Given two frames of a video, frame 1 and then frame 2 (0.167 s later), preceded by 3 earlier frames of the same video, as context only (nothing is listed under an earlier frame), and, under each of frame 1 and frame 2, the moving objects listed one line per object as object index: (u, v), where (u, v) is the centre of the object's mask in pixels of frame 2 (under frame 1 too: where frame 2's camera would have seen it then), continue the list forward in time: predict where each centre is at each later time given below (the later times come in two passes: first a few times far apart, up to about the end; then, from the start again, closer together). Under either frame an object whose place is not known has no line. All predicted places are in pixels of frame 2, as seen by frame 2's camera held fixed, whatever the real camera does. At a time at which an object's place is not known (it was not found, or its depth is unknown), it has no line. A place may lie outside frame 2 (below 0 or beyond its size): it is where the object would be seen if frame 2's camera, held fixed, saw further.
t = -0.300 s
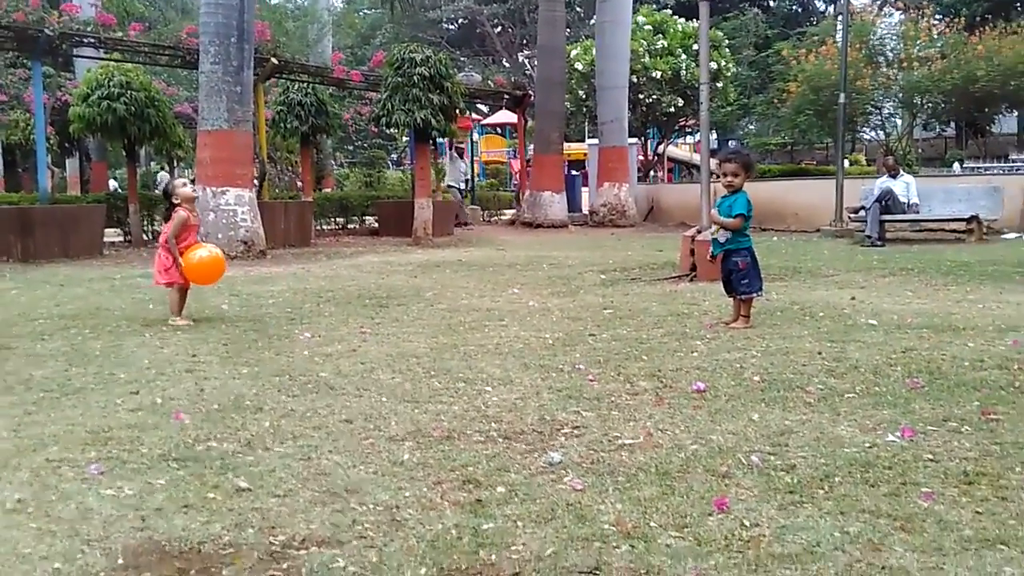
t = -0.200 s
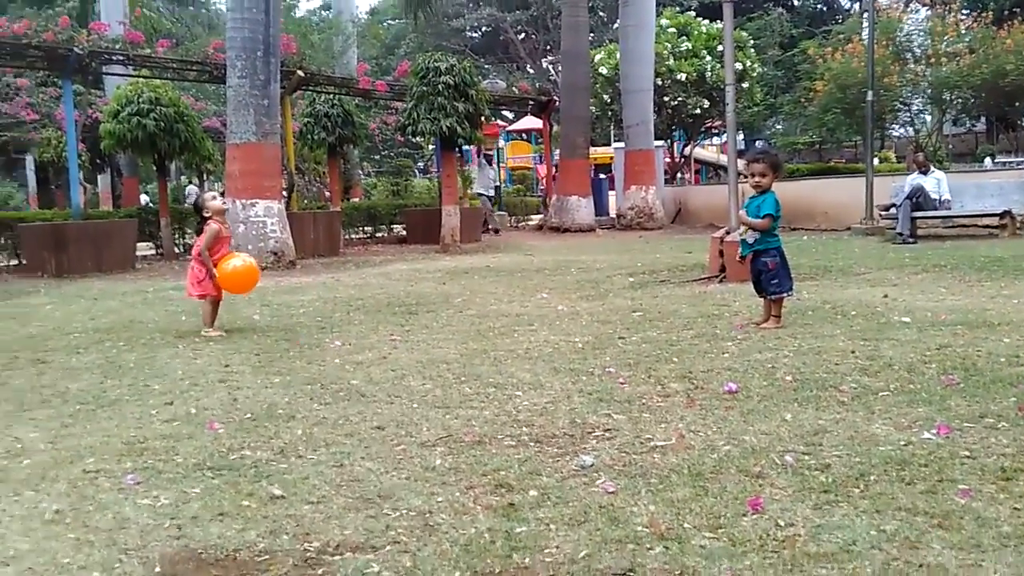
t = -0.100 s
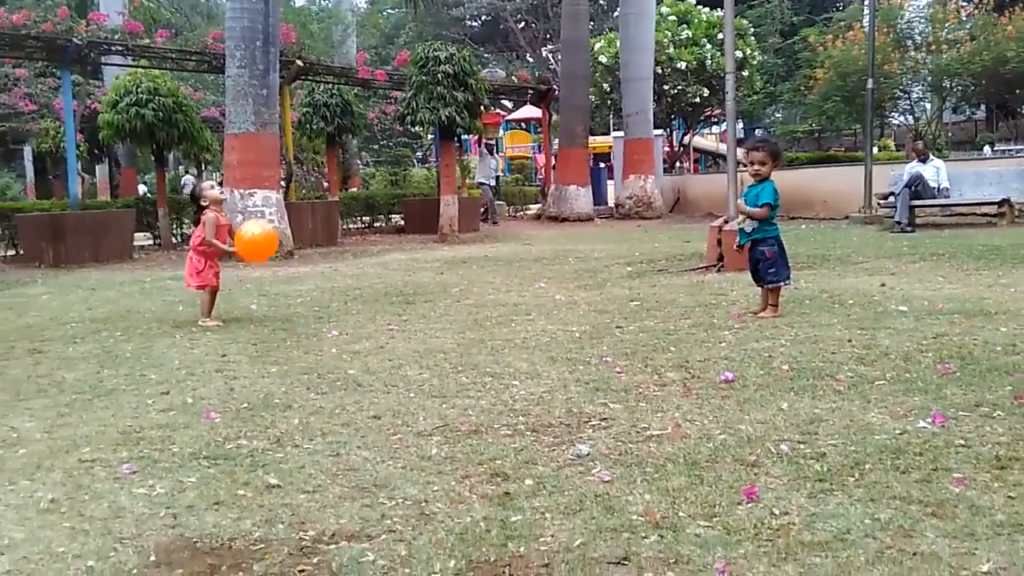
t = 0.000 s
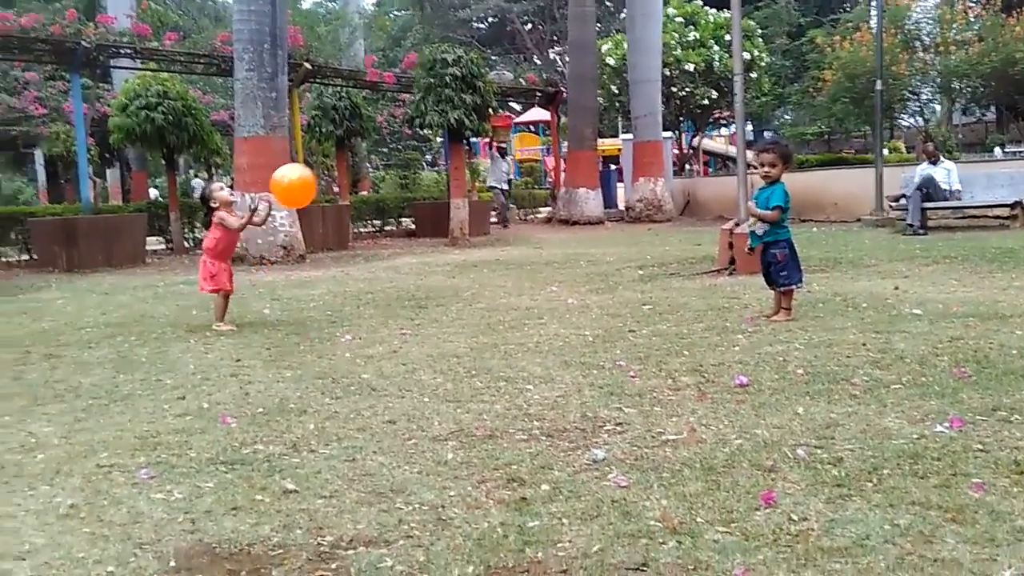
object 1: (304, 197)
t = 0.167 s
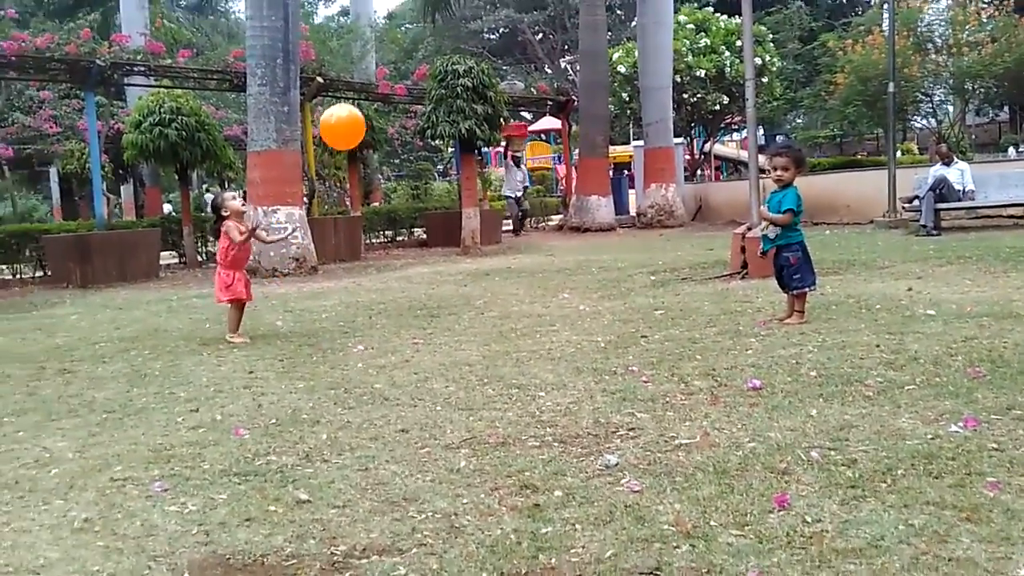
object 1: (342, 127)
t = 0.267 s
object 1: (361, 104)
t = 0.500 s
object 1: (404, 103)
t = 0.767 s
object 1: (452, 184)
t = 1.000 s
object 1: (478, 309)
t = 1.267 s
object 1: (482, 229)
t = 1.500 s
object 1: (491, 235)
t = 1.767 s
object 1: (500, 285)
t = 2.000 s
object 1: (491, 264)
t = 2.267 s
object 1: (484, 300)
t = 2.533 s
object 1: (471, 304)
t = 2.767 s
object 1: (465, 309)
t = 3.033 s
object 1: (467, 310)
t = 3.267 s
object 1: (475, 310)
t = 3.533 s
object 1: (482, 309)
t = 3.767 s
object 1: (486, 307)
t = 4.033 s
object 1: (489, 307)
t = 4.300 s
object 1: (489, 307)
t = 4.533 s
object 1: (488, 308)
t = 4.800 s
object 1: (488, 308)
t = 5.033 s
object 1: (488, 308)
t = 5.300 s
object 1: (488, 308)
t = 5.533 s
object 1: (488, 308)
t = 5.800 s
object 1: (489, 308)
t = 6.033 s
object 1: (489, 308)
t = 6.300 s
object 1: (489, 308)
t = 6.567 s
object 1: (489, 308)
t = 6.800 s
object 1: (489, 308)
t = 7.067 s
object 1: (489, 308)
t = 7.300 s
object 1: (489, 308)
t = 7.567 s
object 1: (489, 308)
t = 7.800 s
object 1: (489, 308)
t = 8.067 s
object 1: (489, 308)
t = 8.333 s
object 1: (489, 308)
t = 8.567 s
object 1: (489, 308)
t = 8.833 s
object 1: (490, 308)
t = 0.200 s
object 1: (349, 117)
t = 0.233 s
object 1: (355, 110)
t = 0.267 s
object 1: (361, 104)
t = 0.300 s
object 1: (367, 99)
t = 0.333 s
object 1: (373, 96)
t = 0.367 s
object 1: (379, 95)
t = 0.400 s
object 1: (385, 95)
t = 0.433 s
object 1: (391, 95)
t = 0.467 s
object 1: (397, 99)
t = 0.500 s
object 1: (404, 103)
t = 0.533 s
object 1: (410, 108)
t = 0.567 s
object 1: (415, 114)
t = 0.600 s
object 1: (421, 122)
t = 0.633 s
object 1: (427, 132)
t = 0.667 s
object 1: (433, 143)
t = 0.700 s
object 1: (440, 156)
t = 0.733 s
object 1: (446, 169)
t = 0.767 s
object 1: (452, 184)
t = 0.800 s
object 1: (457, 200)
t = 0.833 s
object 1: (462, 217)
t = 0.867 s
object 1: (467, 235)
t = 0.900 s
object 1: (471, 254)
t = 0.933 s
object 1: (474, 274)
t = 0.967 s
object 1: (477, 295)
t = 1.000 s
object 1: (478, 309)
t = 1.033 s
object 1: (477, 294)
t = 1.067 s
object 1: (478, 279)
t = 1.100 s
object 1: (478, 268)
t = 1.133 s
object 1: (479, 257)
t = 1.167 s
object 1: (480, 247)
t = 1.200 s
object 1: (481, 240)
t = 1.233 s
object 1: (481, 234)
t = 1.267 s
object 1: (482, 229)
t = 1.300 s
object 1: (483, 226)
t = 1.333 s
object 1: (484, 224)
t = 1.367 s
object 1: (485, 223)
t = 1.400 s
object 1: (486, 224)
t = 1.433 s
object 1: (488, 227)
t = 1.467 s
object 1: (489, 230)
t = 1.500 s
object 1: (491, 235)
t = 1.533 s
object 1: (492, 241)
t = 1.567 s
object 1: (495, 249)
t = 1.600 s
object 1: (496, 258)
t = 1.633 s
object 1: (498, 268)
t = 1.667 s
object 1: (500, 280)
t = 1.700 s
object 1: (502, 292)
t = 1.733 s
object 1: (504, 303)
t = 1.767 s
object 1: (500, 285)
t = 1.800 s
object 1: (499, 278)
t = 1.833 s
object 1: (497, 272)
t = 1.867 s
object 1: (496, 268)
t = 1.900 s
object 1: (494, 265)
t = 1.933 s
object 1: (493, 263)
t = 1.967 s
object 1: (492, 263)
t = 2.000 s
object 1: (491, 264)
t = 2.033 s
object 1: (490, 266)
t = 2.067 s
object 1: (489, 269)
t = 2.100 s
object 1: (488, 274)
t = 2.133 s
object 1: (488, 280)
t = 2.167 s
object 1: (487, 288)
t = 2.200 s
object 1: (486, 297)
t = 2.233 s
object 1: (486, 305)
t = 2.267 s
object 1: (484, 300)
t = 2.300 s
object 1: (482, 296)
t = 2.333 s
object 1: (480, 293)
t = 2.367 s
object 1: (478, 291)
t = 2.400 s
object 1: (477, 291)
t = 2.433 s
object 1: (476, 292)
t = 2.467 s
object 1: (474, 295)
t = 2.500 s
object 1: (473, 298)
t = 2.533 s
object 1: (471, 304)
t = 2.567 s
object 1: (470, 308)
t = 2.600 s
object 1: (469, 306)
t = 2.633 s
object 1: (468, 305)
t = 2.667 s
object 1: (467, 305)
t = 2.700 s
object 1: (467, 307)
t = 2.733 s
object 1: (466, 309)
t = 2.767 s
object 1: (465, 309)
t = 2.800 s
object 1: (465, 309)
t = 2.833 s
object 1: (465, 310)
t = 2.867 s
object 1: (465, 310)
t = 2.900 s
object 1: (465, 310)
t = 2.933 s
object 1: (465, 310)
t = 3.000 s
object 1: (466, 310)
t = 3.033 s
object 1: (467, 310)
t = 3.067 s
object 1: (468, 310)
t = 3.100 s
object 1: (469, 310)
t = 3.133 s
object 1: (471, 310)
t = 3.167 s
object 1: (472, 310)
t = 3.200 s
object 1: (473, 310)
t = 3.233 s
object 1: (474, 310)
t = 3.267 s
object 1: (475, 310)
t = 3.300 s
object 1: (476, 310)
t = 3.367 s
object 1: (478, 310)
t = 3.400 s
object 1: (479, 310)
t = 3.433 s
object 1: (480, 309)
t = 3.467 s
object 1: (480, 309)
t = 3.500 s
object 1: (481, 309)
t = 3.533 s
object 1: (482, 309)
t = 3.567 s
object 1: (482, 309)
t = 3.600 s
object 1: (483, 309)
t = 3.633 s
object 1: (484, 308)
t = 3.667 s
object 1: (484, 308)
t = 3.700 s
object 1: (485, 308)
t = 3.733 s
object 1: (486, 308)
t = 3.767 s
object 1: (486, 307)
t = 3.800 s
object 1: (487, 307)
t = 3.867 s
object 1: (487, 307)
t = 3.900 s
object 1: (488, 307)
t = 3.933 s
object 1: (488, 307)
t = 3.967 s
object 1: (488, 307)
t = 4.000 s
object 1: (489, 307)
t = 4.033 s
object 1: (489, 307)
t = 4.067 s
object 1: (489, 307)
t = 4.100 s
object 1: (489, 307)
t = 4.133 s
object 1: (490, 307)
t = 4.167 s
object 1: (489, 307)
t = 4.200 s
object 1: (489, 307)
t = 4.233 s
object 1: (489, 307)
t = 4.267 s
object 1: (489, 307)
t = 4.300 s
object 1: (489, 307)
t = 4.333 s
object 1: (489, 307)
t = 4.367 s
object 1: (489, 307)
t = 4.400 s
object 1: (489, 308)
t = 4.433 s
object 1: (489, 308)
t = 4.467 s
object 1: (489, 308)
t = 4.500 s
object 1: (489, 308)
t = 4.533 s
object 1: (488, 308)
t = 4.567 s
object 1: (488, 308)
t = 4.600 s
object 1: (488, 308)
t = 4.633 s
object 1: (488, 308)
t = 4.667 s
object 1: (488, 308)
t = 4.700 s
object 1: (488, 308)
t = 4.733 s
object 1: (488, 308)
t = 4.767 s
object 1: (488, 308)
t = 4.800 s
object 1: (488, 308)
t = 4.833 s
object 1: (488, 308)
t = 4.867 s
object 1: (488, 308)
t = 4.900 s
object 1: (488, 308)
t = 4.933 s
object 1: (488, 308)
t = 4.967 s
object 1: (488, 308)
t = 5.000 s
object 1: (488, 308)
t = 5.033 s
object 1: (488, 308)
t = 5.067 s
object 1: (488, 308)
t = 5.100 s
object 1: (488, 308)
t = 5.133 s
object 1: (488, 308)
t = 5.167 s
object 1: (488, 308)
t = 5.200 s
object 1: (488, 308)
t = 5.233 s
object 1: (488, 308)
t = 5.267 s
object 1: (488, 308)
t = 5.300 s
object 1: (488, 308)
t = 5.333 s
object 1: (488, 308)
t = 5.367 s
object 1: (488, 308)
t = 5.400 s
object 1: (488, 308)
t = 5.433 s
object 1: (488, 308)
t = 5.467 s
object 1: (488, 308)
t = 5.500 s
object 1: (488, 308)
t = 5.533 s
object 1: (488, 308)
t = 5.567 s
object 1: (488, 308)
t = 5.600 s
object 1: (488, 308)
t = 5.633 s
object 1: (488, 308)
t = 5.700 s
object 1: (488, 308)
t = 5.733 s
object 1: (489, 308)
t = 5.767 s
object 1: (489, 308)
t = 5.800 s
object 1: (489, 308)
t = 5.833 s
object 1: (489, 308)
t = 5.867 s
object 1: (489, 308)
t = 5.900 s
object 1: (489, 308)
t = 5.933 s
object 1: (489, 308)
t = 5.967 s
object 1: (489, 308)
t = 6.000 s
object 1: (490, 308)
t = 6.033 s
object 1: (489, 308)
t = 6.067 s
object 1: (489, 308)
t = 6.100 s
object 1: (490, 308)
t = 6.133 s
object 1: (490, 308)
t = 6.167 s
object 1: (489, 308)
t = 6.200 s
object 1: (490, 308)
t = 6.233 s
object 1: (489, 308)
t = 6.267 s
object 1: (489, 308)
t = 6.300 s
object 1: (489, 308)
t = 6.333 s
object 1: (489, 308)
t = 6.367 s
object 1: (489, 308)
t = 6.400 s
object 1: (489, 308)
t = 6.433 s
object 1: (489, 308)
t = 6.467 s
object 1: (489, 308)
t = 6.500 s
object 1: (489, 308)
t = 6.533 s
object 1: (489, 308)
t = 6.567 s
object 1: (489, 308)
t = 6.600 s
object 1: (489, 308)
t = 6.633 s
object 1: (489, 308)
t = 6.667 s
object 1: (489, 308)
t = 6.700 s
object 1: (489, 308)
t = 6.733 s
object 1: (489, 308)
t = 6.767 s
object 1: (489, 308)
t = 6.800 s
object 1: (489, 308)
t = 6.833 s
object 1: (489, 308)
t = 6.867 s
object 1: (489, 308)
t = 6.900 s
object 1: (489, 308)
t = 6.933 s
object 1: (489, 308)
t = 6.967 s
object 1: (489, 308)
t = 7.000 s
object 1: (489, 308)
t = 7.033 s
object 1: (489, 308)
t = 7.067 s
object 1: (489, 308)
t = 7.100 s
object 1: (489, 308)
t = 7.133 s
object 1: (489, 308)
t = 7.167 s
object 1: (489, 308)
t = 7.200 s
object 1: (489, 308)
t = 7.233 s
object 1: (489, 308)
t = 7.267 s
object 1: (489, 308)
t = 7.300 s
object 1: (489, 308)
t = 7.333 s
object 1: (490, 308)
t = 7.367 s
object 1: (489, 308)
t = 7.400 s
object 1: (489, 308)
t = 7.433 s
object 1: (489, 308)
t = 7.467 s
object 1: (489, 308)
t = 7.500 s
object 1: (489, 308)
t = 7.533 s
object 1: (489, 308)
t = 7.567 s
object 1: (489, 308)
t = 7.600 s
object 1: (489, 308)
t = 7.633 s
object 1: (489, 308)
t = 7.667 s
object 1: (489, 308)
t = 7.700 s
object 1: (489, 308)
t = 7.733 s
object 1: (489, 308)
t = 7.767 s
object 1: (489, 308)
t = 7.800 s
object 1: (489, 308)
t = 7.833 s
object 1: (489, 308)
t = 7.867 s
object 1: (489, 308)
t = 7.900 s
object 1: (489, 308)
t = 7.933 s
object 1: (489, 308)
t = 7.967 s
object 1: (489, 308)
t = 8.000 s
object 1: (489, 308)
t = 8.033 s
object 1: (489, 308)
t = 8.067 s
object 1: (489, 308)
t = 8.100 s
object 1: (489, 308)
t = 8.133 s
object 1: (489, 308)
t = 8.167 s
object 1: (489, 308)
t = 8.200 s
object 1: (489, 308)
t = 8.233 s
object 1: (489, 308)
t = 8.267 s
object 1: (489, 308)
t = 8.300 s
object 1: (489, 308)
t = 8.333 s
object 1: (489, 308)
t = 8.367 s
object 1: (489, 308)
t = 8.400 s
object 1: (489, 308)
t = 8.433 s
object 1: (489, 308)
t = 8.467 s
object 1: (489, 308)
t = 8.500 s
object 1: (489, 308)
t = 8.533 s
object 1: (490, 308)
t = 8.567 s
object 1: (489, 308)
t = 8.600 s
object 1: (489, 308)
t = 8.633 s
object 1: (489, 308)
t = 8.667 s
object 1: (490, 308)
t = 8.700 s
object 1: (489, 308)
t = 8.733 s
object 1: (489, 308)
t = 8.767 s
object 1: (490, 308)
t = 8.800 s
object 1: (489, 308)
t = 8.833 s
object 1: (490, 308)
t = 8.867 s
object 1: (489, 308)
